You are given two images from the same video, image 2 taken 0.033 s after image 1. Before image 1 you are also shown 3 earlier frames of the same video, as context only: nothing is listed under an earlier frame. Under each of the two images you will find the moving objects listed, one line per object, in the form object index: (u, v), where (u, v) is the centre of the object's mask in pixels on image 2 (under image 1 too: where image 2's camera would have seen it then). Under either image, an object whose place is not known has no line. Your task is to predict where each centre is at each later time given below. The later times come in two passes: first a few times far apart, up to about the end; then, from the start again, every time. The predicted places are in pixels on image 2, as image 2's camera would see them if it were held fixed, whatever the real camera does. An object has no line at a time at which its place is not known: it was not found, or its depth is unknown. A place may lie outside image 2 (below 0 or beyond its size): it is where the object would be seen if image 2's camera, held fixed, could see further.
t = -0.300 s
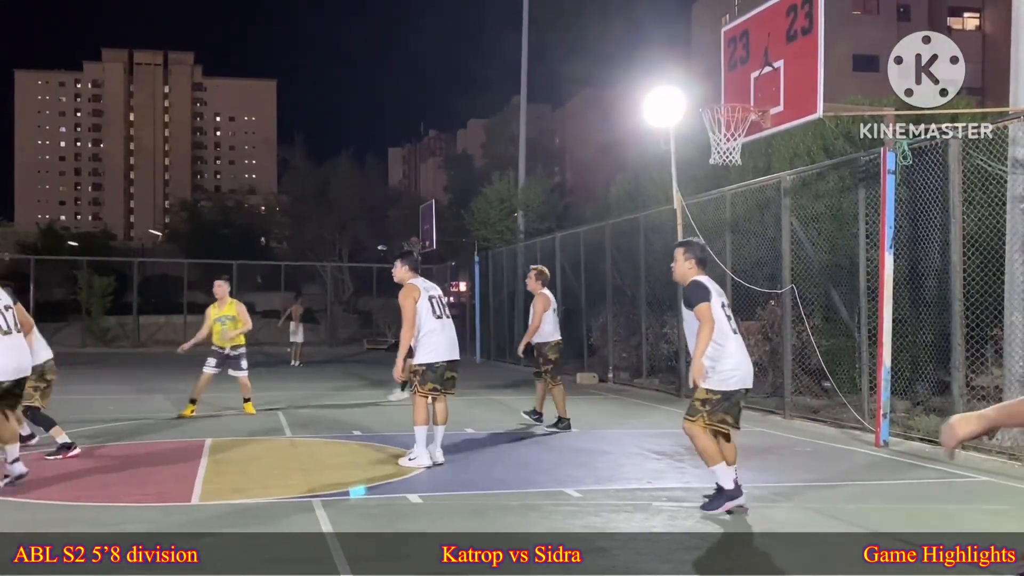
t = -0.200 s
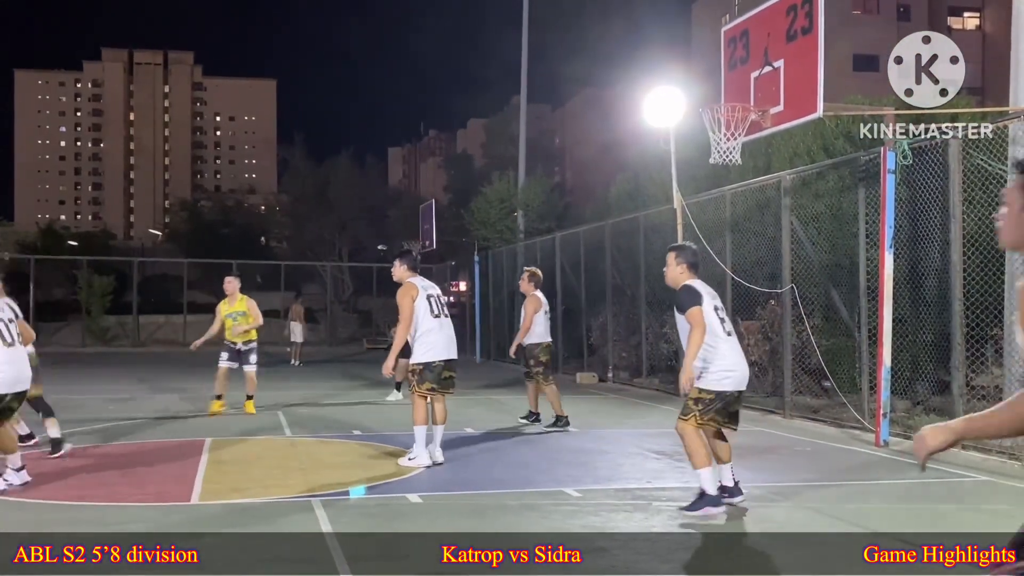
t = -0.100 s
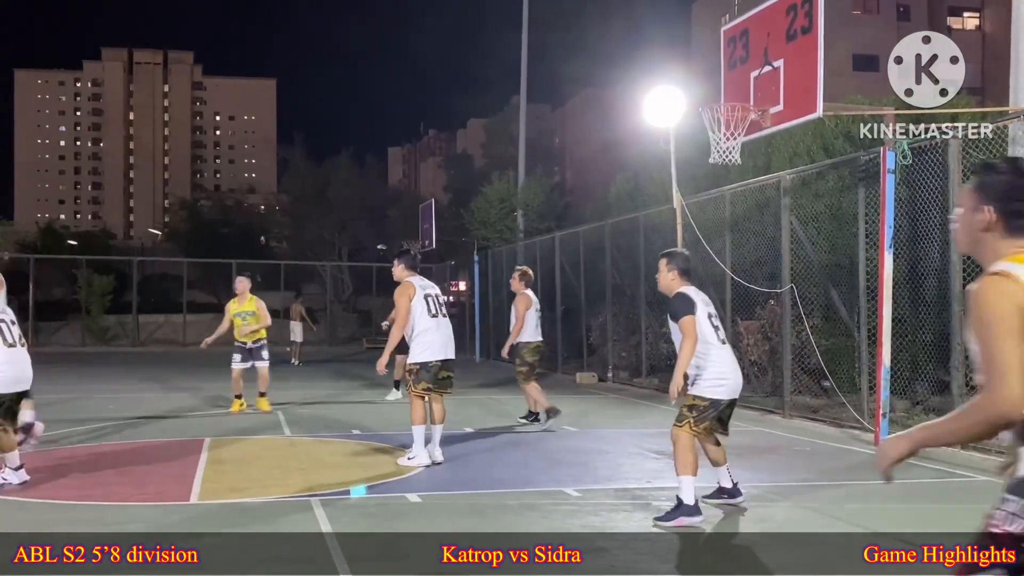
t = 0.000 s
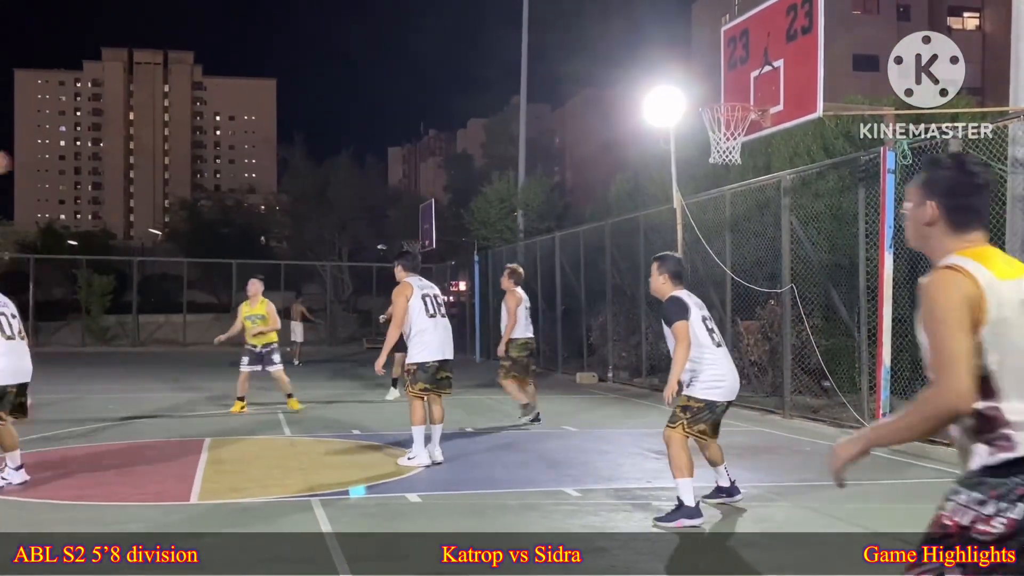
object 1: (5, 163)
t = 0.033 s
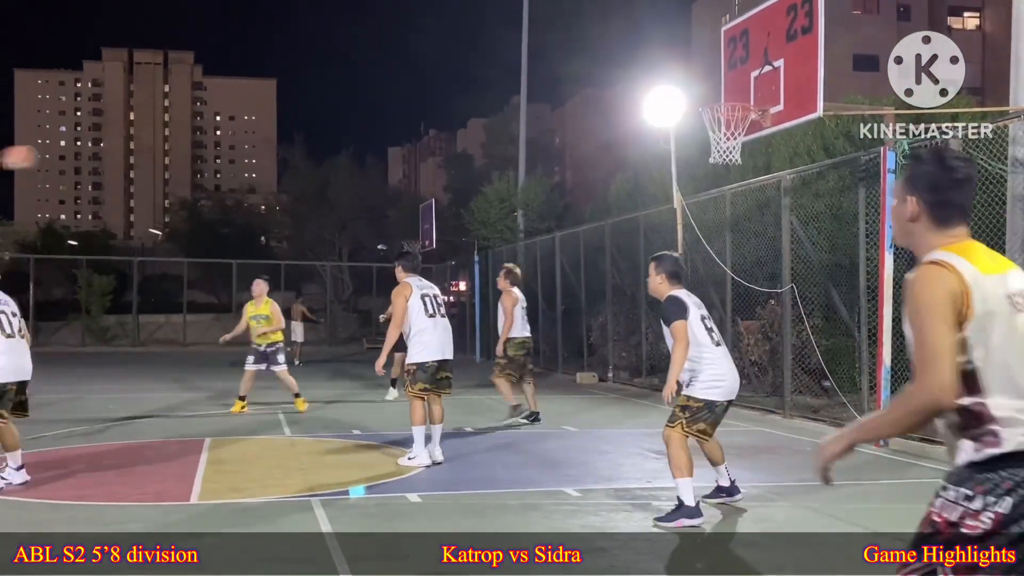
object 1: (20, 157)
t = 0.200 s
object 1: (136, 149)
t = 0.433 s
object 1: (264, 175)
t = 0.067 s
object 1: (44, 153)
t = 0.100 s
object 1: (67, 151)
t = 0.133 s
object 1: (93, 149)
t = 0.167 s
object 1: (115, 149)
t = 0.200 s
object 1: (136, 149)
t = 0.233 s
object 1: (156, 150)
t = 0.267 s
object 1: (177, 152)
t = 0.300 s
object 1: (195, 155)
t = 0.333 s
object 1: (214, 159)
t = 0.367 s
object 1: (231, 163)
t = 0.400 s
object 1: (247, 169)
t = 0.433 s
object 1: (264, 175)
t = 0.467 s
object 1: (279, 181)
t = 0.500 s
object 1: (293, 188)
